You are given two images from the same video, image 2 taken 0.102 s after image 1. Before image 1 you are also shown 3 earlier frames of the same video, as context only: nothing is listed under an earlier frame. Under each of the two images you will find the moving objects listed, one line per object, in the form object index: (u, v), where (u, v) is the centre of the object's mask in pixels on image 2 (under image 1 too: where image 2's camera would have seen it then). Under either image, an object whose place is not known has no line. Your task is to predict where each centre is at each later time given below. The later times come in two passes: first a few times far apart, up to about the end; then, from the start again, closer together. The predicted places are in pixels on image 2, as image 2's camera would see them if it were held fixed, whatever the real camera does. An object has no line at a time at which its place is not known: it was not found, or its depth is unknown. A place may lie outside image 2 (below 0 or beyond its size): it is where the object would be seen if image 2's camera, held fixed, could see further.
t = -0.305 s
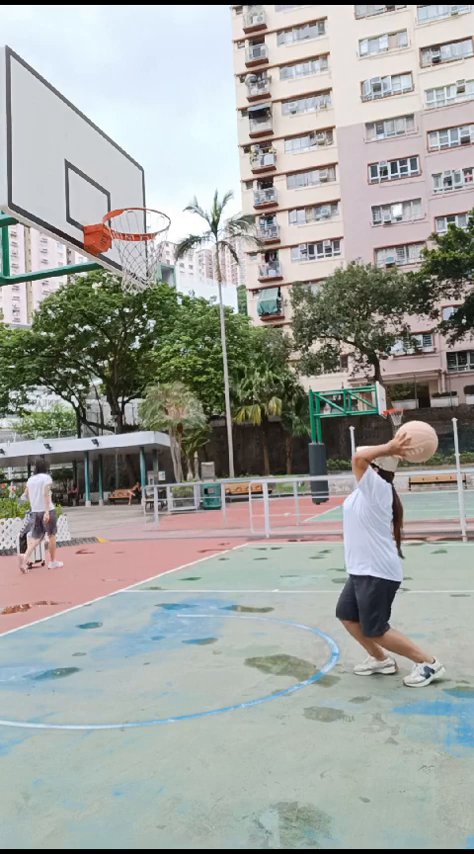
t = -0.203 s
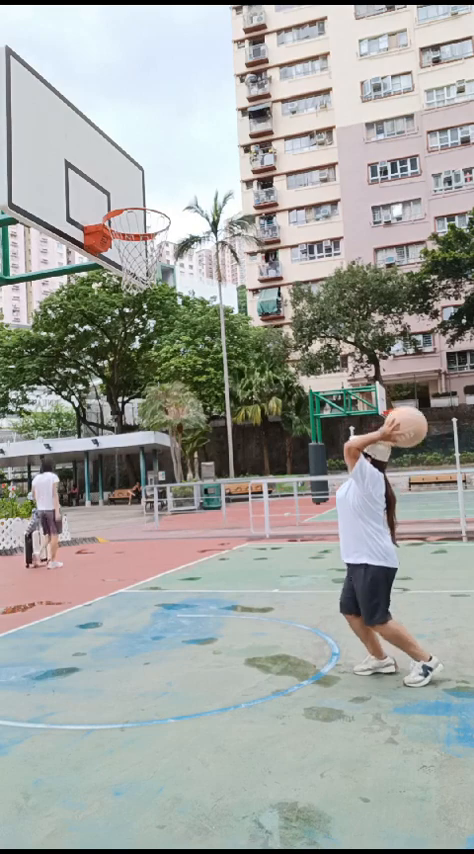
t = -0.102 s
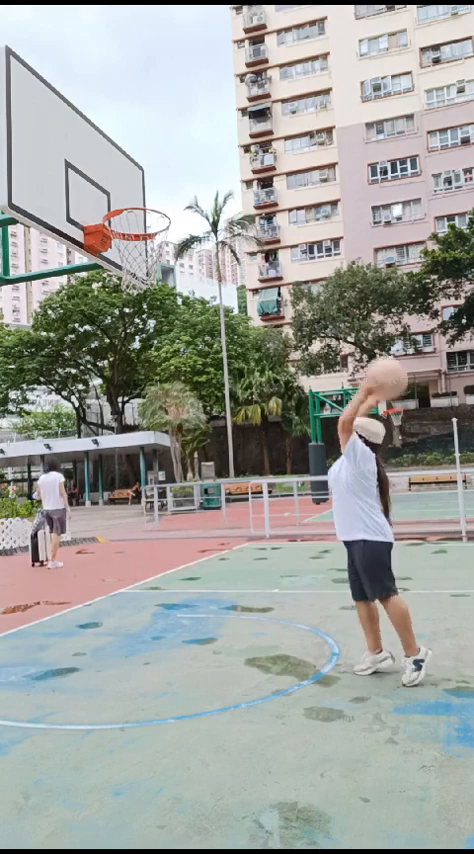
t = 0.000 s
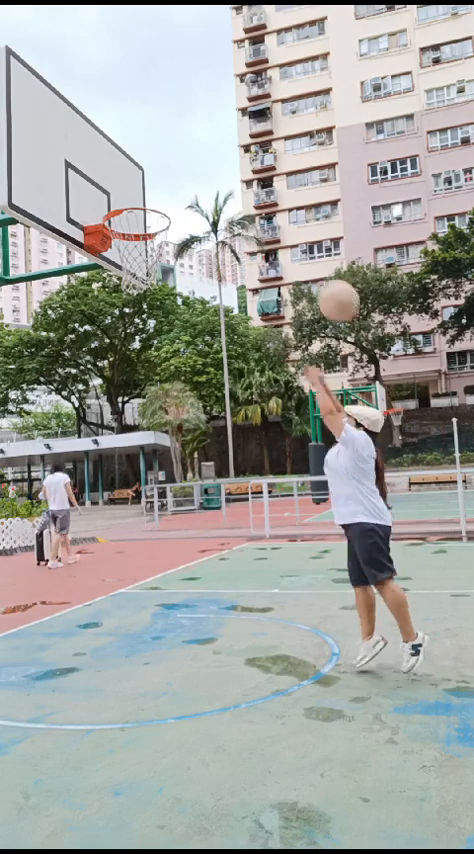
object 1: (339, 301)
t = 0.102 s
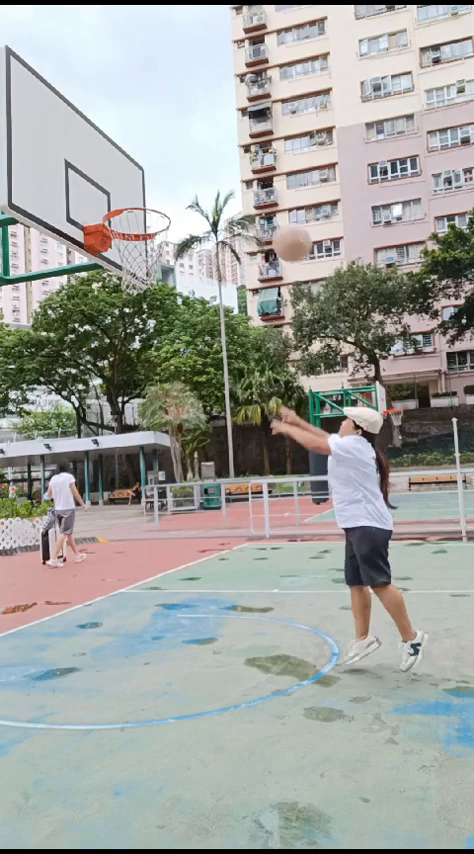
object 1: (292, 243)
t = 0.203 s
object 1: (249, 203)
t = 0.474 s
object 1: (146, 175)
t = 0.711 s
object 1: (103, 199)
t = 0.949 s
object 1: (132, 197)
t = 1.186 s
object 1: (154, 216)
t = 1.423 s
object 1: (133, 230)
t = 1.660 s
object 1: (116, 272)
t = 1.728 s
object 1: (115, 289)
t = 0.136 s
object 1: (276, 226)
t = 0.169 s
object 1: (262, 214)
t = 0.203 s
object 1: (249, 203)
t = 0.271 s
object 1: (221, 186)
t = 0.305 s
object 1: (208, 180)
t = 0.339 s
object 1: (195, 176)
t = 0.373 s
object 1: (182, 173)
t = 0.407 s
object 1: (170, 172)
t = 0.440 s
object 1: (158, 173)
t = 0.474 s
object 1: (146, 175)
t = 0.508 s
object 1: (135, 179)
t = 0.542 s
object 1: (124, 185)
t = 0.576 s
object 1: (113, 191)
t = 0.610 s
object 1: (101, 199)
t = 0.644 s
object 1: (93, 202)
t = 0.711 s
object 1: (103, 199)
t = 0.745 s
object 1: (108, 197)
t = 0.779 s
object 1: (112, 197)
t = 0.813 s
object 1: (116, 196)
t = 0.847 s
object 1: (120, 196)
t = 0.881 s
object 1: (124, 197)
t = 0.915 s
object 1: (128, 197)
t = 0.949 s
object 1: (132, 197)
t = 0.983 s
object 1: (137, 202)
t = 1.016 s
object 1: (141, 203)
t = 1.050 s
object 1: (145, 205)
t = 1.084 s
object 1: (148, 207)
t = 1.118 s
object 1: (151, 210)
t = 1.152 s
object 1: (152, 213)
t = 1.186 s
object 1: (154, 216)
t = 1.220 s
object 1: (153, 218)
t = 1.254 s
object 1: (151, 222)
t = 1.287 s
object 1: (147, 224)
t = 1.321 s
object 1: (144, 226)
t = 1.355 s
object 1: (140, 227)
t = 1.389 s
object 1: (136, 228)
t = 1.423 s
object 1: (133, 230)
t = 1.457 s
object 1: (129, 237)
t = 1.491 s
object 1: (126, 241)
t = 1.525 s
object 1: (123, 247)
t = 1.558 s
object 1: (120, 253)
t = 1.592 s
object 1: (118, 259)
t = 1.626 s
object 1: (116, 266)
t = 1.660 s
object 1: (116, 272)
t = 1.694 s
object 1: (114, 280)
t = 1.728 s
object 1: (115, 289)
